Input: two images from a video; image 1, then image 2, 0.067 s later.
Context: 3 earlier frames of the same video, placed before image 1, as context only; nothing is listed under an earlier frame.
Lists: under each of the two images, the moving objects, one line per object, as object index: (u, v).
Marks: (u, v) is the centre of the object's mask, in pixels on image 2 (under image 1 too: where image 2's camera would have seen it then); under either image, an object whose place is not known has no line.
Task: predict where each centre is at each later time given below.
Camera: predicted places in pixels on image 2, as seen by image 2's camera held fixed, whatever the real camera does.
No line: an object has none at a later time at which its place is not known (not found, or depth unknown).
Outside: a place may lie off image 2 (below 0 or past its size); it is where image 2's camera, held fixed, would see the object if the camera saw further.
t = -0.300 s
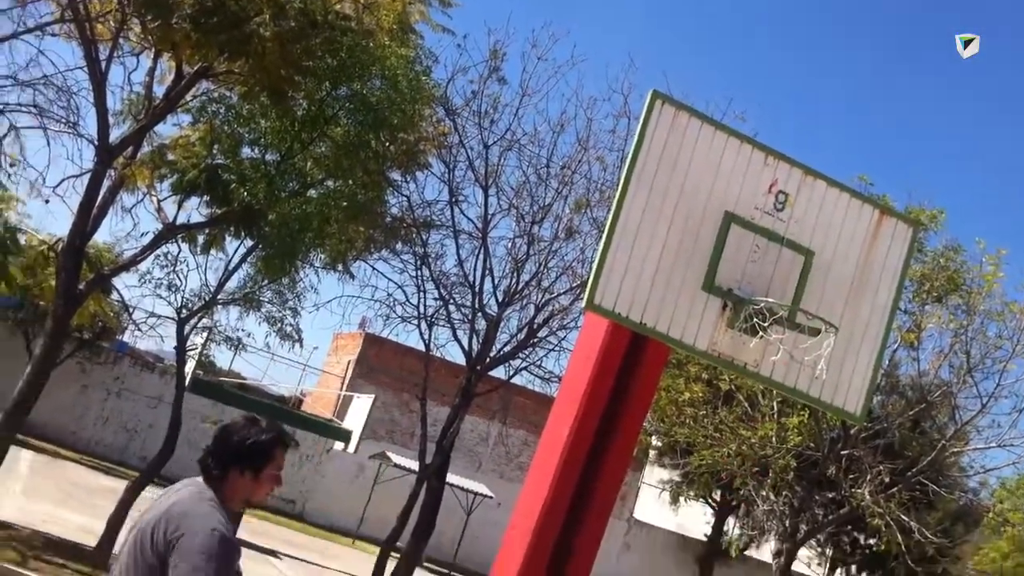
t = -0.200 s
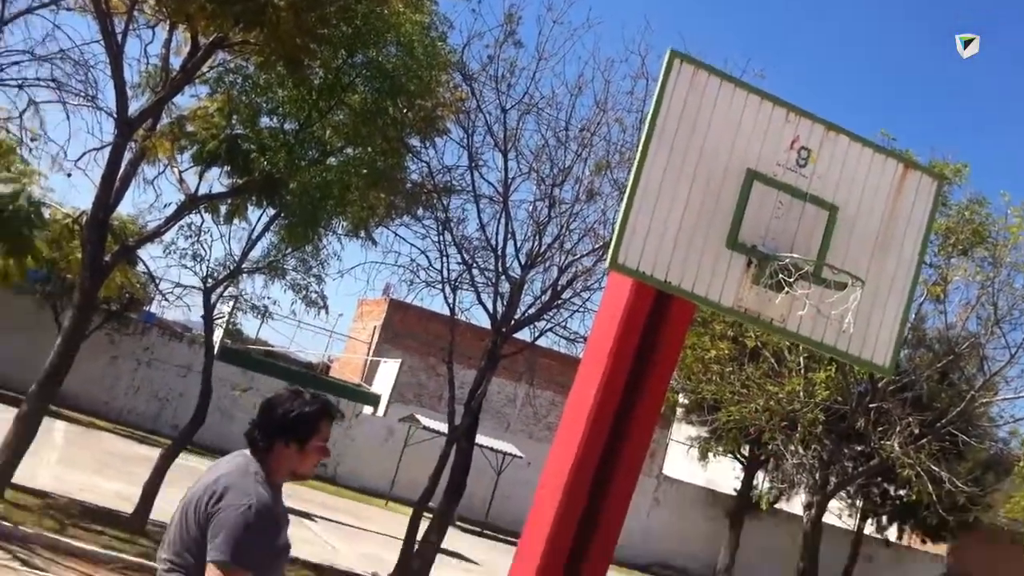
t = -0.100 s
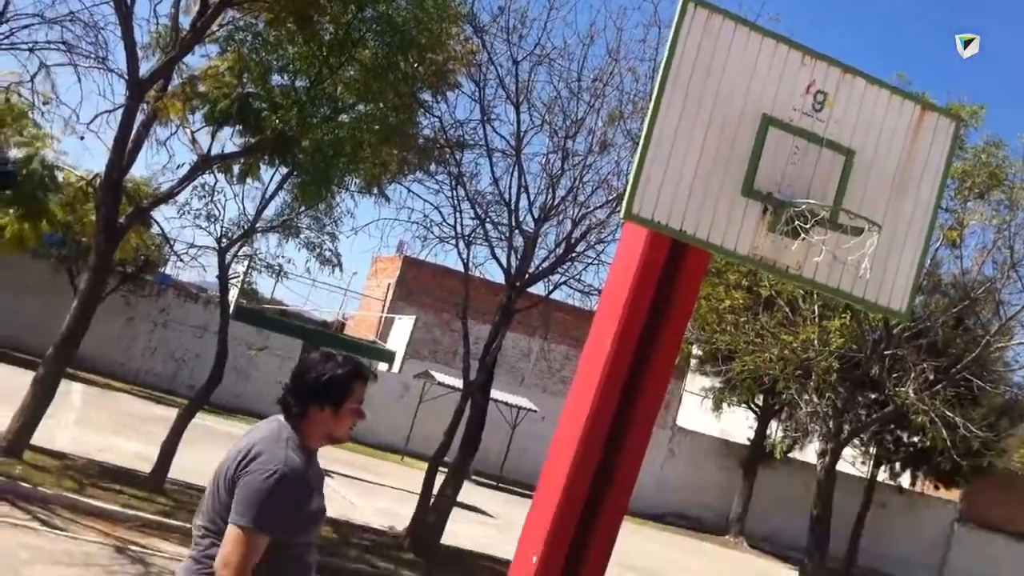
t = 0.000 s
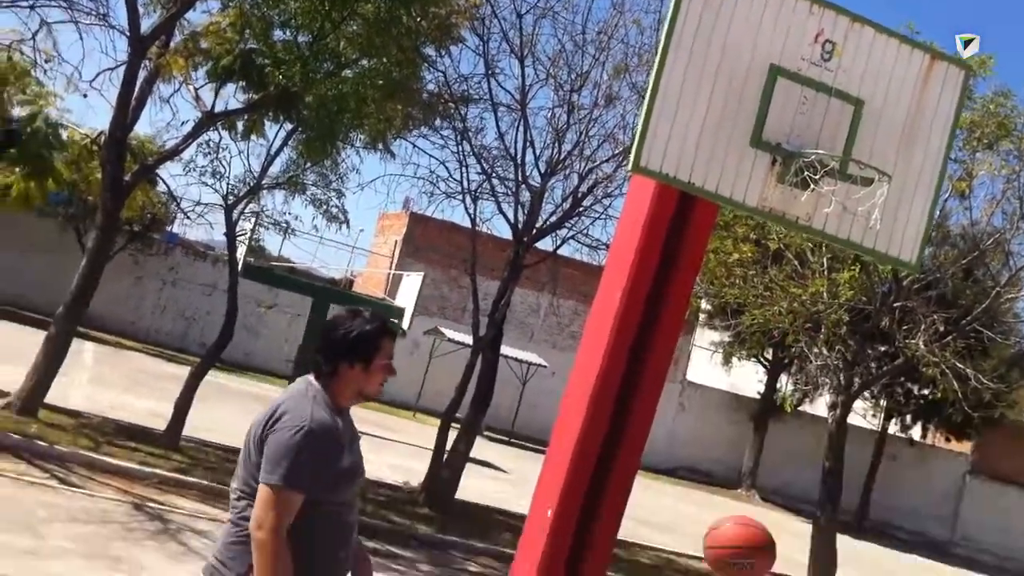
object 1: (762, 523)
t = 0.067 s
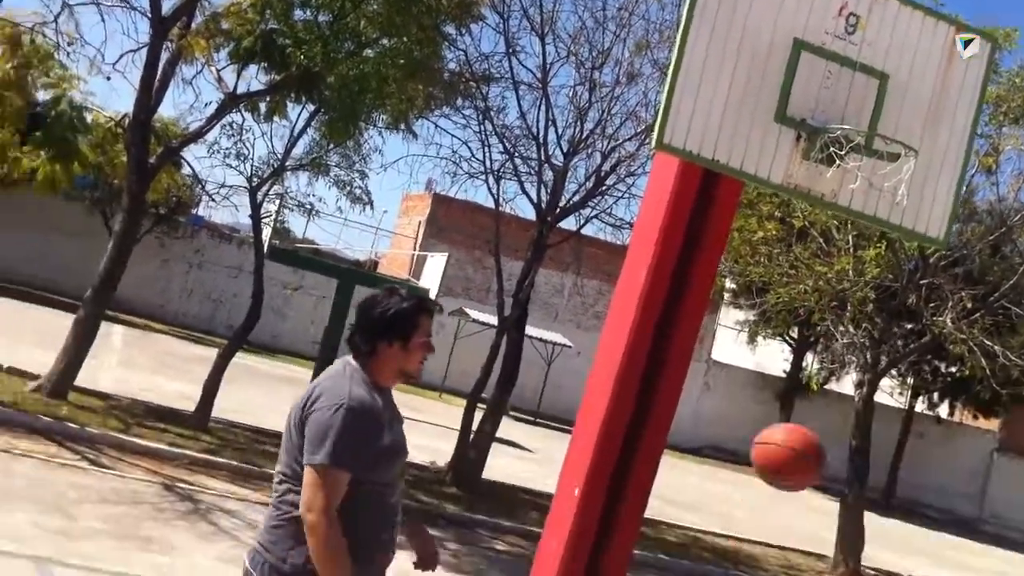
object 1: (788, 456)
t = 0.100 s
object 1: (794, 423)
